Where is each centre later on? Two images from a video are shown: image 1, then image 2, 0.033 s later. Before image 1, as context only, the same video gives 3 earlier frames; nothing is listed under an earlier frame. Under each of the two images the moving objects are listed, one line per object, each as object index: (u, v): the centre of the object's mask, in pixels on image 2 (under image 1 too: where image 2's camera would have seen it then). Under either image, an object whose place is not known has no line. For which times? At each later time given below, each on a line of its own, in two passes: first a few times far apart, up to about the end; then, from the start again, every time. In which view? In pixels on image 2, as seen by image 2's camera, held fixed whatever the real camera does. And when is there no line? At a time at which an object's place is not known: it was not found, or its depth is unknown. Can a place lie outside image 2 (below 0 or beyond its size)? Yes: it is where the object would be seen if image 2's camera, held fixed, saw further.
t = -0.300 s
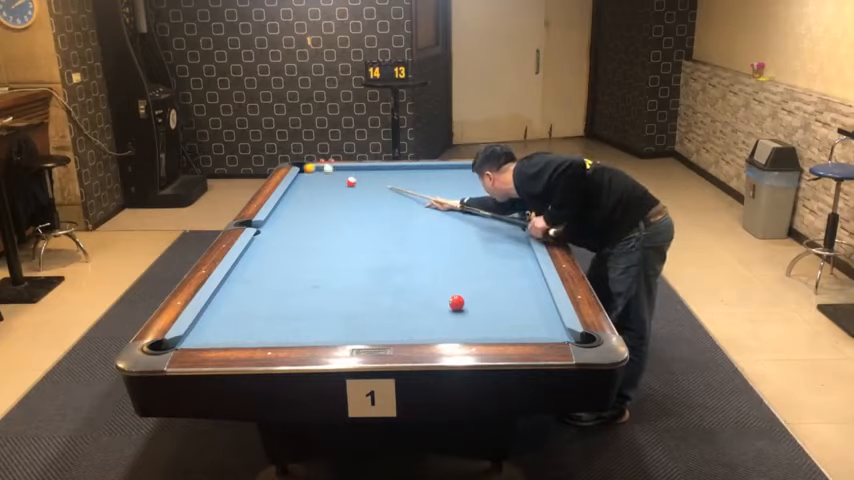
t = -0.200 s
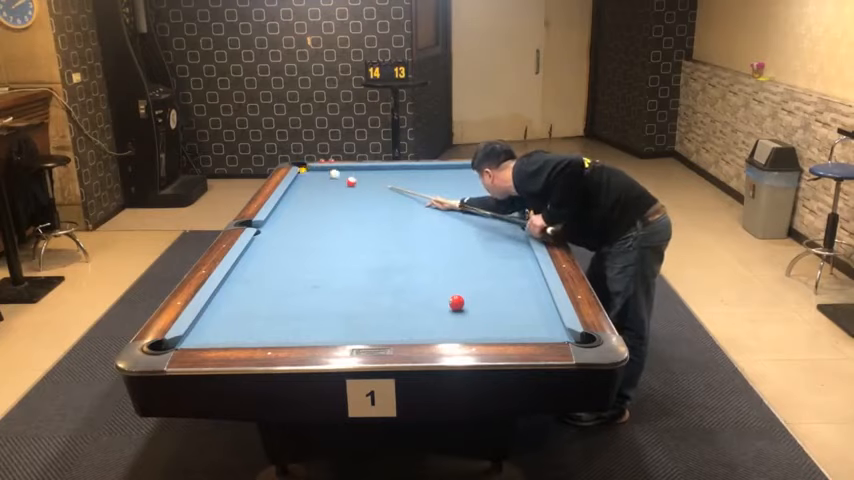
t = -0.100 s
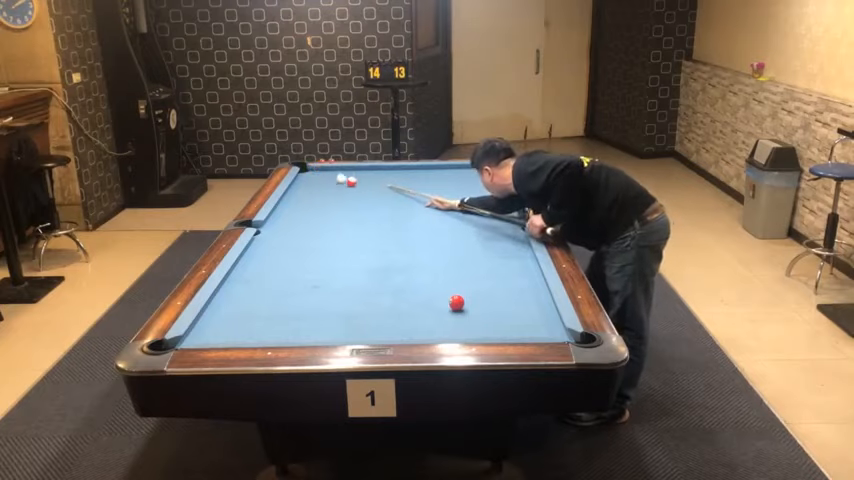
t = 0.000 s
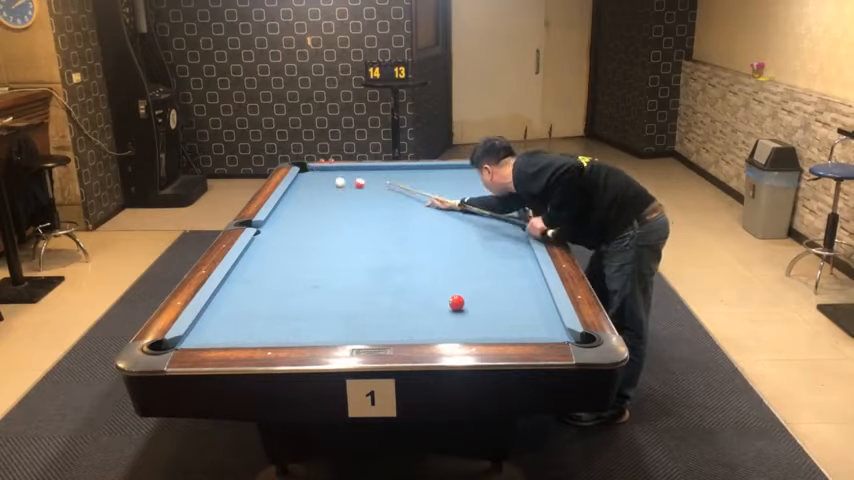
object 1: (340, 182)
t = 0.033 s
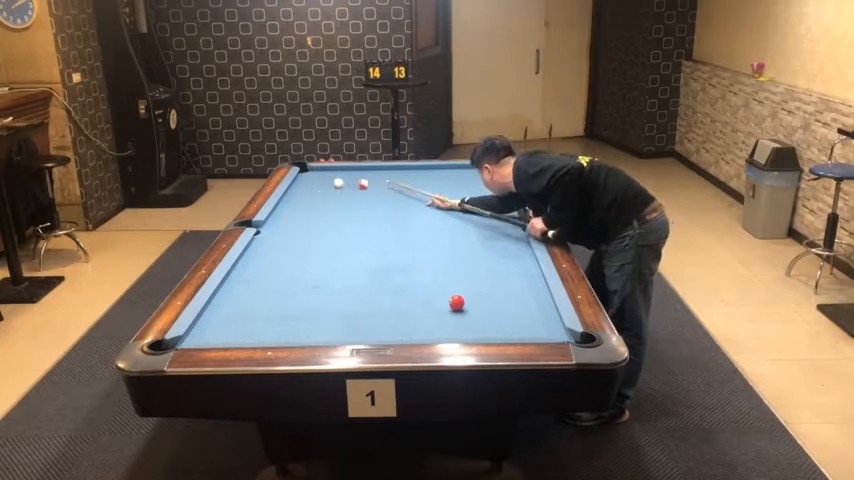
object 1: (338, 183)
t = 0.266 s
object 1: (328, 190)
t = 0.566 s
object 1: (314, 199)
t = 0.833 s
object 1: (302, 208)
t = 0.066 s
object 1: (337, 183)
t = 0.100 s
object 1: (335, 185)
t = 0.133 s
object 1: (334, 186)
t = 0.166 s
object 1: (332, 187)
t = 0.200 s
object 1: (331, 187)
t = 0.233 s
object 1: (330, 189)
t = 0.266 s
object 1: (328, 190)
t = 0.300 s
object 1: (327, 191)
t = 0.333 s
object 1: (325, 192)
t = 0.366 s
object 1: (324, 192)
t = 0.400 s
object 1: (322, 194)
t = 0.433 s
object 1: (321, 195)
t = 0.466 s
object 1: (319, 196)
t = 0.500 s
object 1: (318, 197)
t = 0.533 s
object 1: (316, 198)
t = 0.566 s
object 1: (314, 199)
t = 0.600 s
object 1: (313, 200)
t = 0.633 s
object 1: (311, 201)
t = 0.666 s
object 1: (310, 202)
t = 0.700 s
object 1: (309, 203)
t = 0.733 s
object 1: (307, 205)
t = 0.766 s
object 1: (305, 206)
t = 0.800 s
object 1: (304, 207)
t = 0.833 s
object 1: (302, 208)
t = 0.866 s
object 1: (300, 209)
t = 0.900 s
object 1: (299, 210)
